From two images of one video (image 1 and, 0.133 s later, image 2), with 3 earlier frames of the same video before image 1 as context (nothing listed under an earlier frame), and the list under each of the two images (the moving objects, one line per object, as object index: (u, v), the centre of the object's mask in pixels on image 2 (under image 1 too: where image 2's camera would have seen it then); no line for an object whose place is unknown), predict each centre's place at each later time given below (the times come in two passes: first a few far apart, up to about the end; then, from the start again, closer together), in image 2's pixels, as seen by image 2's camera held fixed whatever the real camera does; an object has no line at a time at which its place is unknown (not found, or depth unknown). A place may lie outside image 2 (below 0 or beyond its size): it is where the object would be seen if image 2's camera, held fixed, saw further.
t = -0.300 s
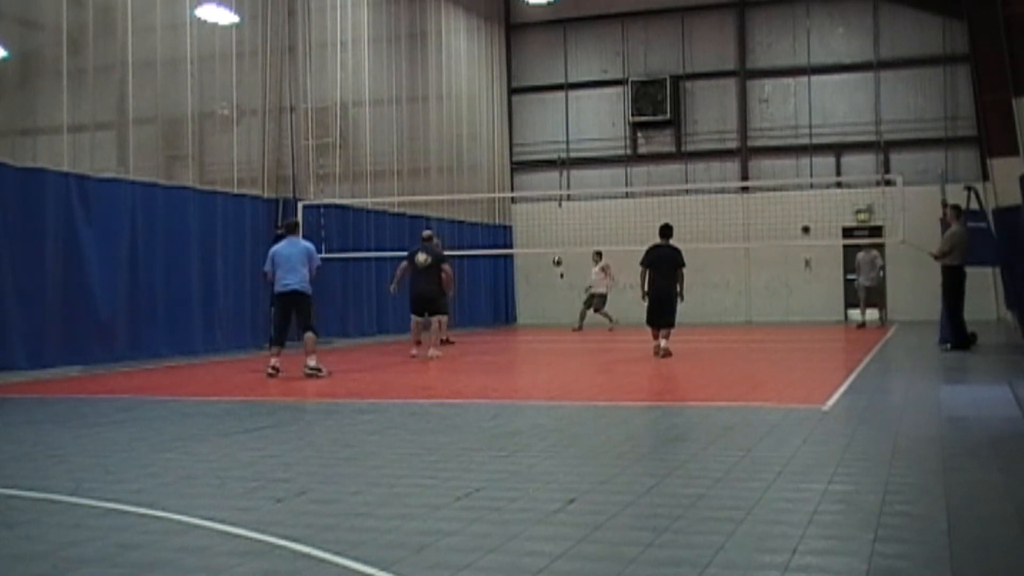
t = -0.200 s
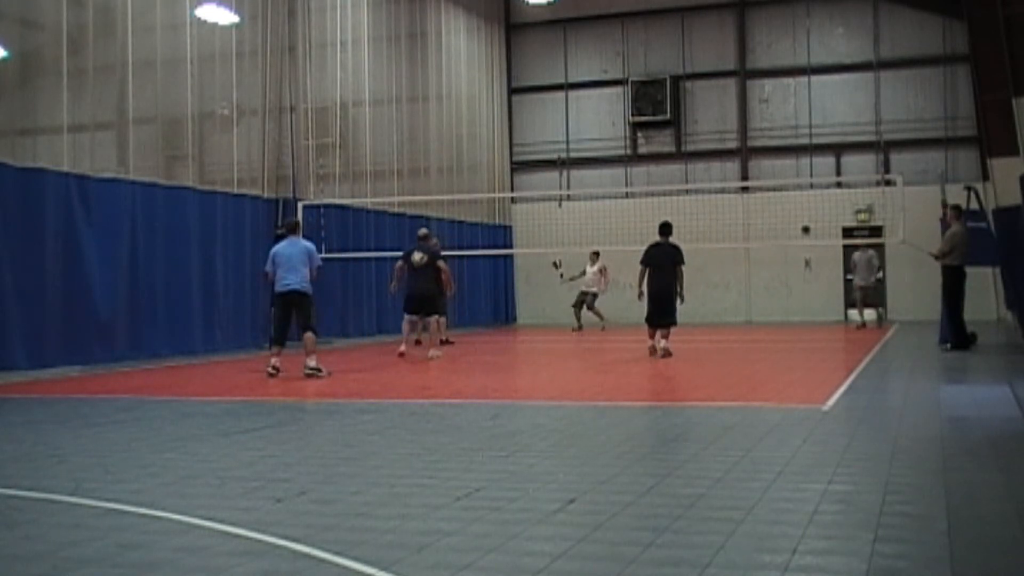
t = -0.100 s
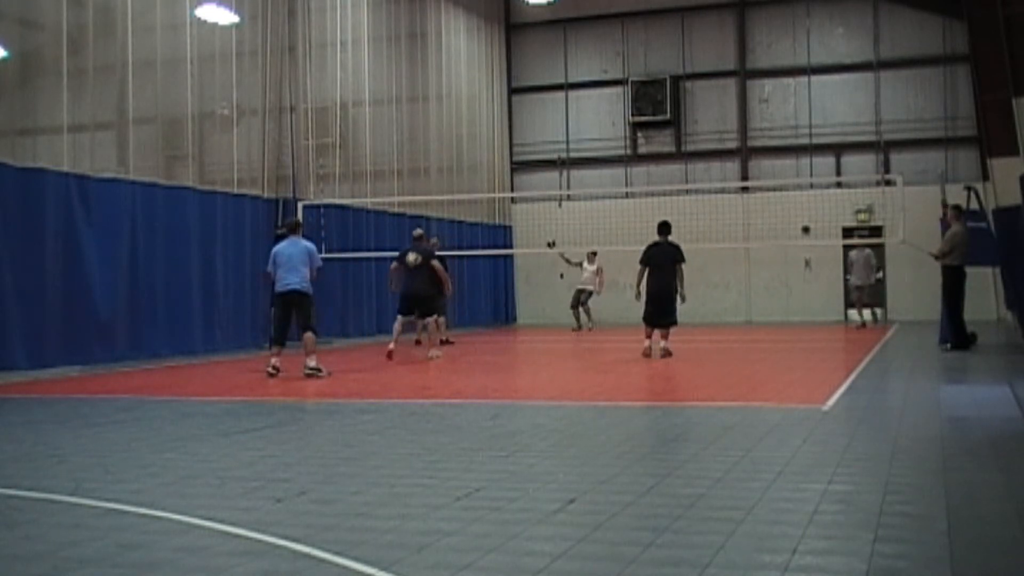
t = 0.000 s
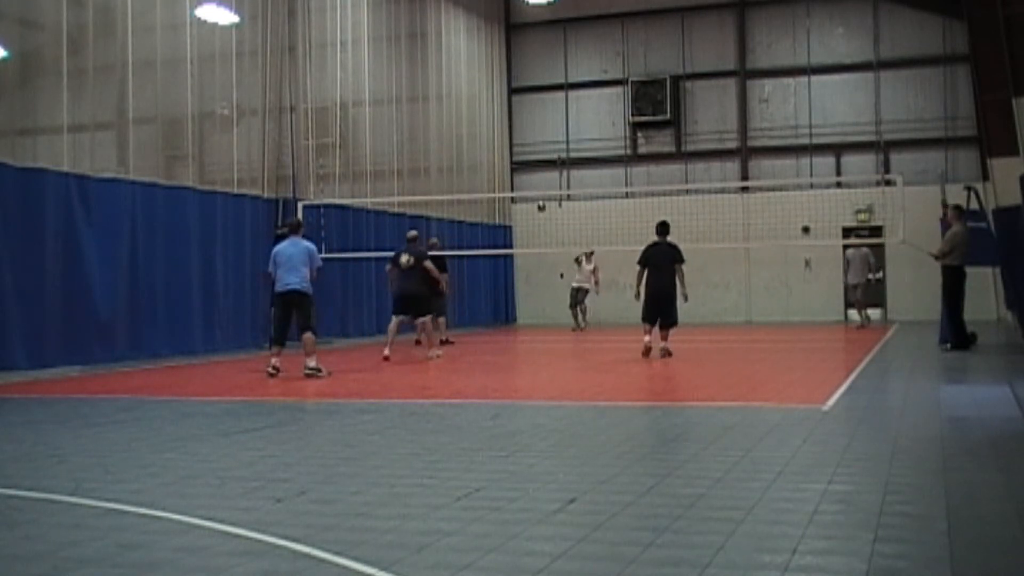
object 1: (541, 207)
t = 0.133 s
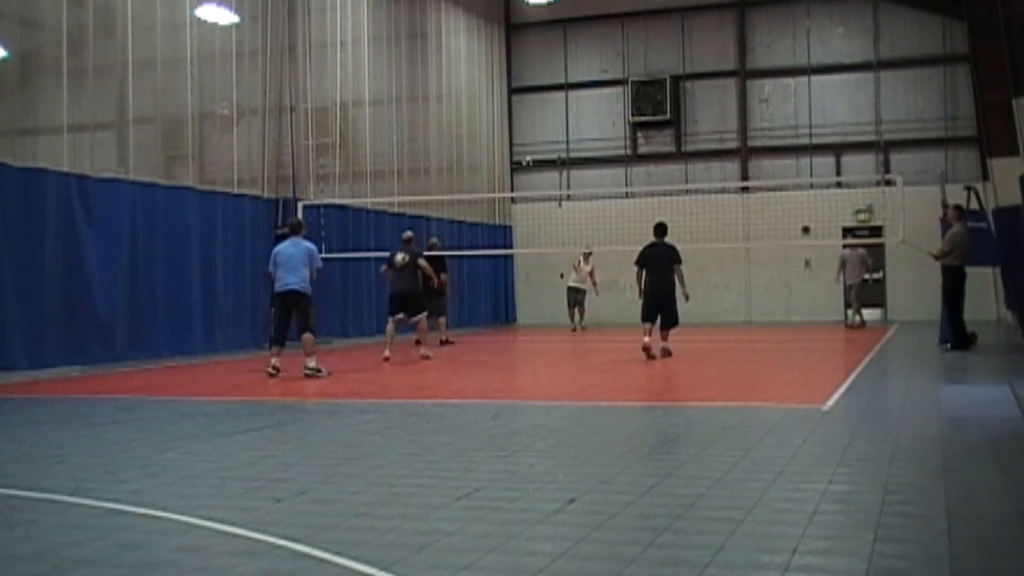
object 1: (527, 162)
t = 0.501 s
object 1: (488, 75)
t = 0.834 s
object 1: (446, 52)
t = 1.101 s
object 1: (411, 82)
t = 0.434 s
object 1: (495, 87)
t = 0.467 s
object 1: (491, 81)
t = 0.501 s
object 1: (488, 75)
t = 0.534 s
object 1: (484, 71)
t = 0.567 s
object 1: (480, 66)
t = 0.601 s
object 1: (476, 61)
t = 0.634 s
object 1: (472, 59)
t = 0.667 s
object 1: (467, 56)
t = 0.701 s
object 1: (463, 54)
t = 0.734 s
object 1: (459, 52)
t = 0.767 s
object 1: (455, 52)
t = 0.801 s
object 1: (450, 51)
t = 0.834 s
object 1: (446, 52)
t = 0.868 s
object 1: (442, 53)
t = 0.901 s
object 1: (438, 55)
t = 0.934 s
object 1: (433, 57)
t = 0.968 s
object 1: (429, 60)
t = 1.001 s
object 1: (424, 65)
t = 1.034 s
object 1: (420, 70)
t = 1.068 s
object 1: (415, 75)
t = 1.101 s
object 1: (411, 82)
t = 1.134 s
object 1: (406, 90)
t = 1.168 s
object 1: (401, 99)
